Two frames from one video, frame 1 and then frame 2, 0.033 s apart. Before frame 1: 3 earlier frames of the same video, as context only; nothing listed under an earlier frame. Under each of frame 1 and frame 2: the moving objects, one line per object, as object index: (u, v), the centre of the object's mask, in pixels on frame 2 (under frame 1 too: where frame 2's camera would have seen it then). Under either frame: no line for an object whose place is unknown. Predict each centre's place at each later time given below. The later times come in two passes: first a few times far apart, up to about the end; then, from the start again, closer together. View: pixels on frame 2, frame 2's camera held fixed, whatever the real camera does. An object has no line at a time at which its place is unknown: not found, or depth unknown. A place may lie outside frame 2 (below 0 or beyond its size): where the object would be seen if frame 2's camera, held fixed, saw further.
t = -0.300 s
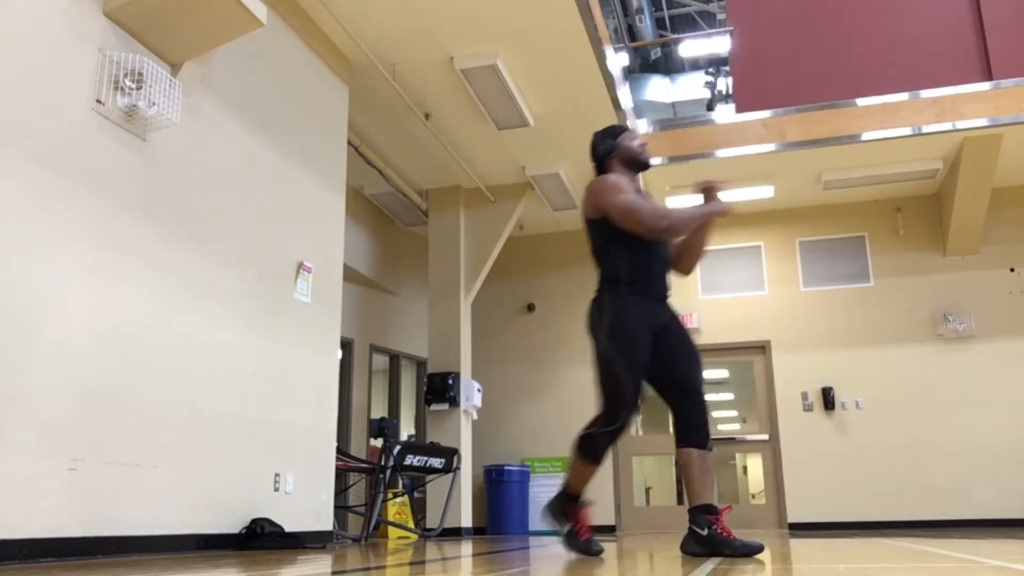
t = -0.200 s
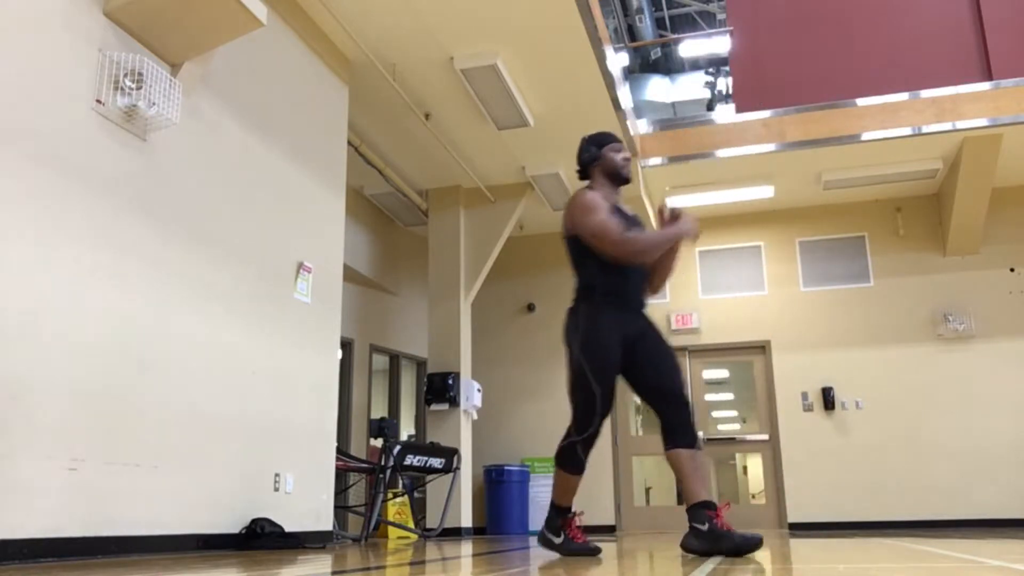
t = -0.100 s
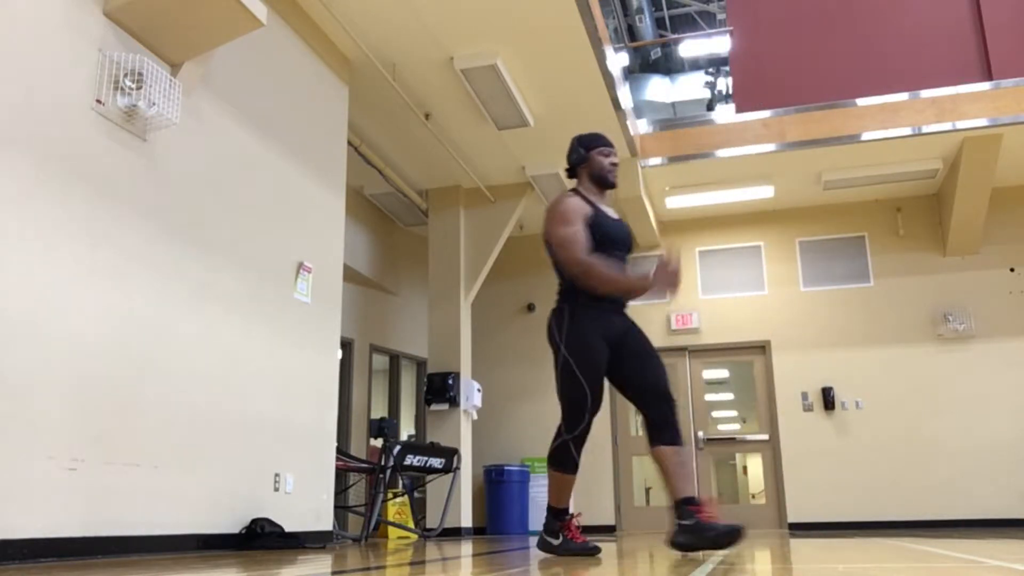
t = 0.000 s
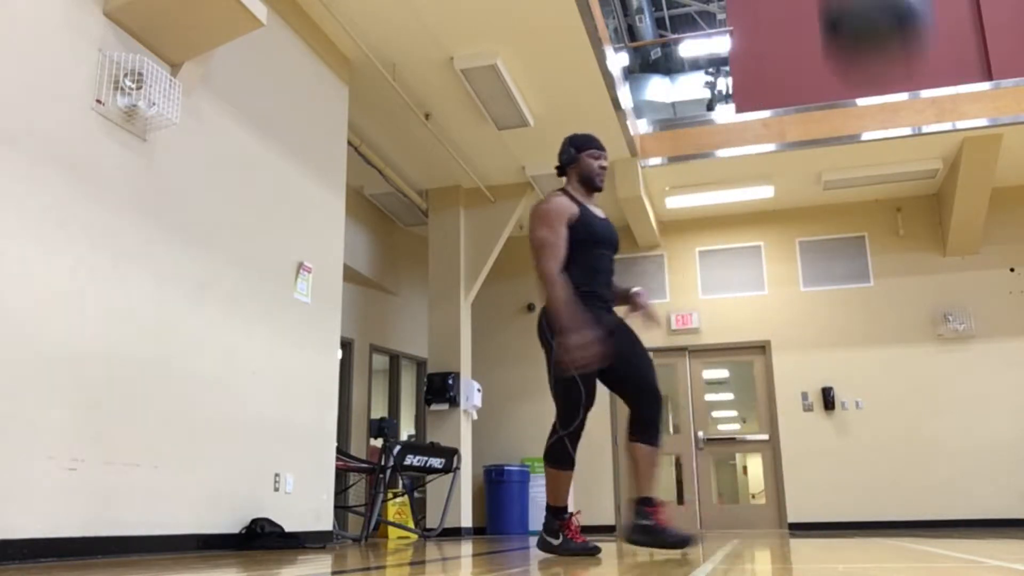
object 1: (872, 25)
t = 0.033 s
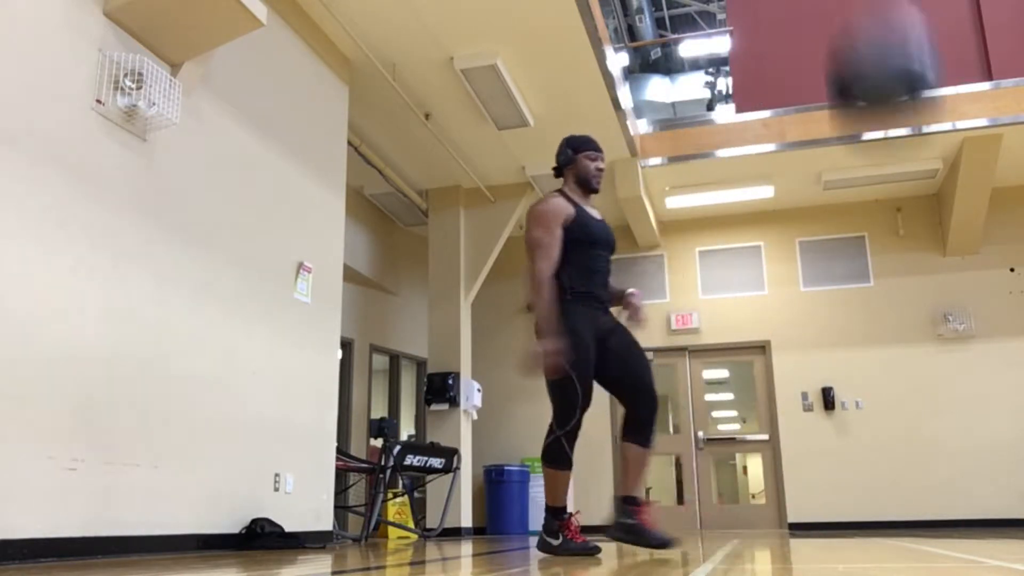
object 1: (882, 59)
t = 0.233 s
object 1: (939, 502)
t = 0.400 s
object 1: (938, 383)
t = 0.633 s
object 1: (951, 379)
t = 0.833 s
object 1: (975, 502)
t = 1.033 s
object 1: (982, 478)
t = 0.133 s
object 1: (919, 321)
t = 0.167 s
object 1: (929, 415)
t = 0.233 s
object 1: (939, 502)
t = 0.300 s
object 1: (939, 442)
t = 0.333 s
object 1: (939, 420)
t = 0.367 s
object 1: (937, 391)
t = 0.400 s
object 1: (938, 383)
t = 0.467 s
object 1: (940, 364)
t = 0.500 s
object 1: (941, 360)
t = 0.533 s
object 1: (943, 360)
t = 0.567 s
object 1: (945, 365)
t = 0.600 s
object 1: (948, 369)
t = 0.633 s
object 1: (951, 379)
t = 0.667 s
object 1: (955, 391)
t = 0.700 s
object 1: (959, 407)
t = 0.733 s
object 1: (964, 427)
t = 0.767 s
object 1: (967, 448)
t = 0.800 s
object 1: (971, 474)
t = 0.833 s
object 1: (975, 502)
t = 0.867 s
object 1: (976, 502)
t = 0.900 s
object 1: (977, 490)
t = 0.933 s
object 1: (978, 482)
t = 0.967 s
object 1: (979, 478)
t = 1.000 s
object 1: (980, 476)
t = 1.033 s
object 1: (982, 478)
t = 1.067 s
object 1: (983, 482)
